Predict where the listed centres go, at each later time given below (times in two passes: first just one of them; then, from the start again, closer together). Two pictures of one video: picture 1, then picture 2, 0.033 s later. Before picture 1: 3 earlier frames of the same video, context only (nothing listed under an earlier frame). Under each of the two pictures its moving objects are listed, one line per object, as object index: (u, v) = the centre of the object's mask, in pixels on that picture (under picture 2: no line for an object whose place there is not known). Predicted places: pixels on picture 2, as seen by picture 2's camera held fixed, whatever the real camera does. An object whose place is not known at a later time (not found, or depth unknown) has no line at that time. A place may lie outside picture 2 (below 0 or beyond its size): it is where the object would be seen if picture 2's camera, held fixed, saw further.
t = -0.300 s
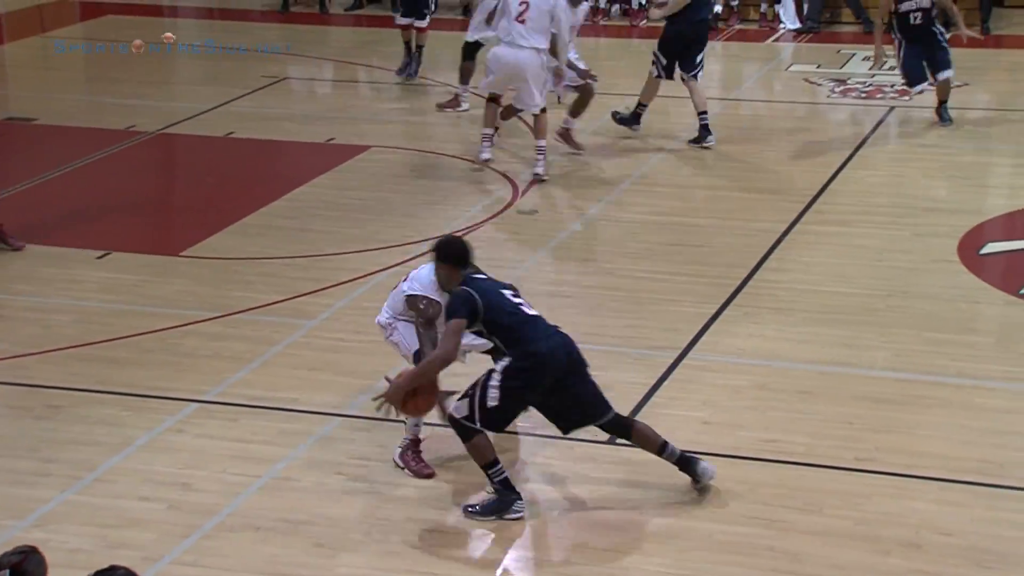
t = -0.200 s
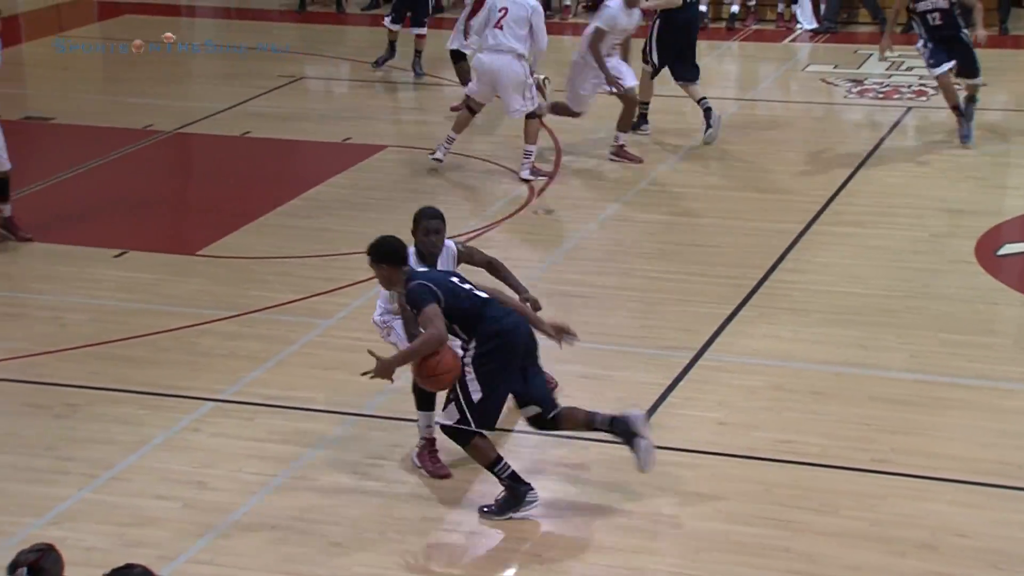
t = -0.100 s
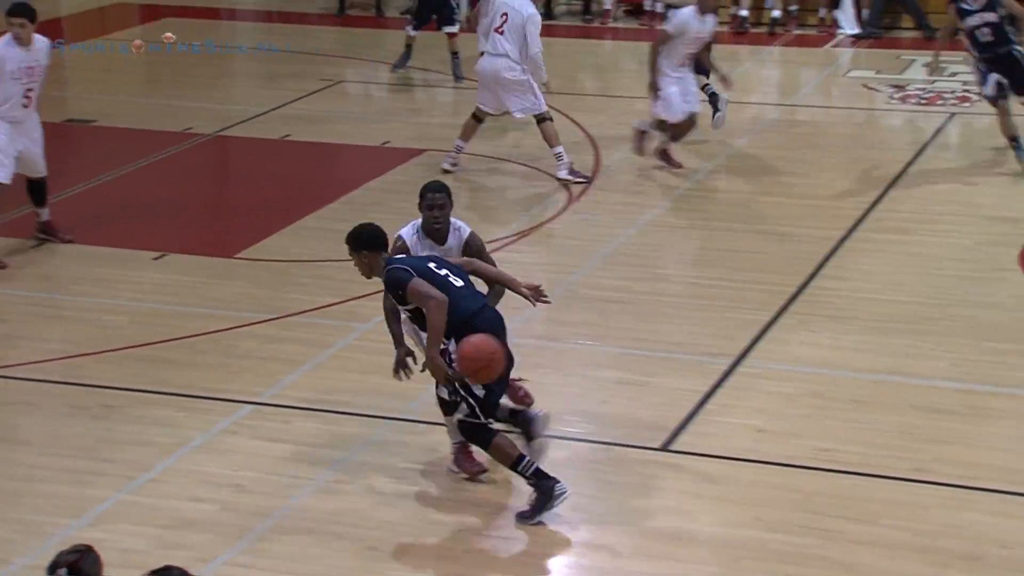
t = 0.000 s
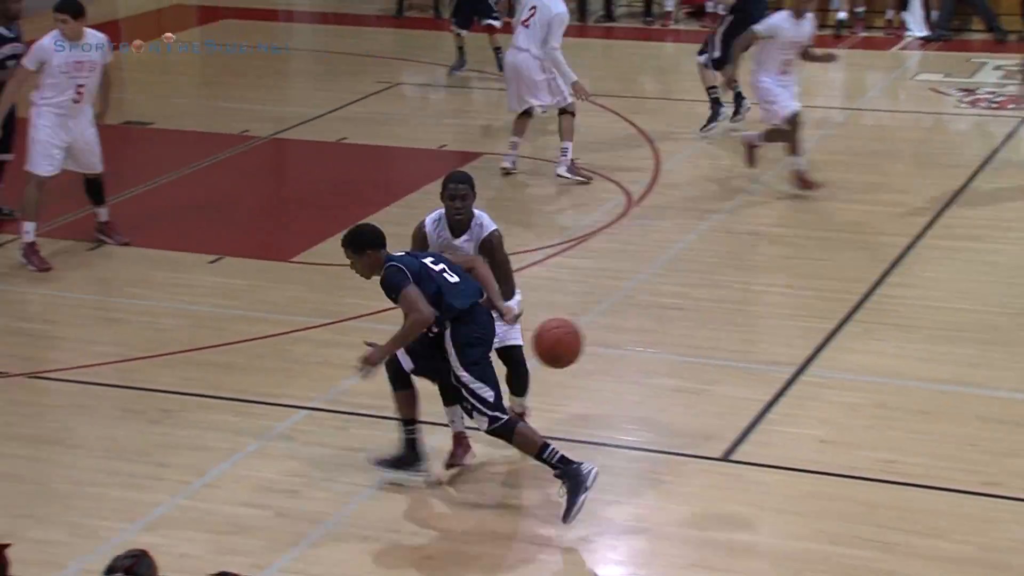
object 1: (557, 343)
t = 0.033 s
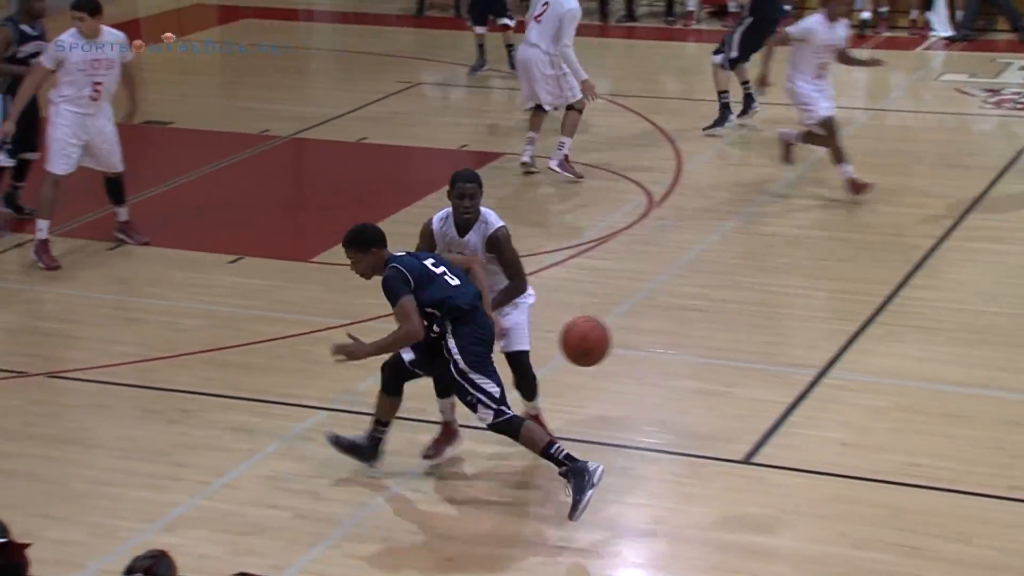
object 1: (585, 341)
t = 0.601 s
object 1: (684, 419)
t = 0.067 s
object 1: (592, 340)
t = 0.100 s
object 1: (598, 341)
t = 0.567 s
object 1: (680, 434)
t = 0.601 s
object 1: (684, 419)
